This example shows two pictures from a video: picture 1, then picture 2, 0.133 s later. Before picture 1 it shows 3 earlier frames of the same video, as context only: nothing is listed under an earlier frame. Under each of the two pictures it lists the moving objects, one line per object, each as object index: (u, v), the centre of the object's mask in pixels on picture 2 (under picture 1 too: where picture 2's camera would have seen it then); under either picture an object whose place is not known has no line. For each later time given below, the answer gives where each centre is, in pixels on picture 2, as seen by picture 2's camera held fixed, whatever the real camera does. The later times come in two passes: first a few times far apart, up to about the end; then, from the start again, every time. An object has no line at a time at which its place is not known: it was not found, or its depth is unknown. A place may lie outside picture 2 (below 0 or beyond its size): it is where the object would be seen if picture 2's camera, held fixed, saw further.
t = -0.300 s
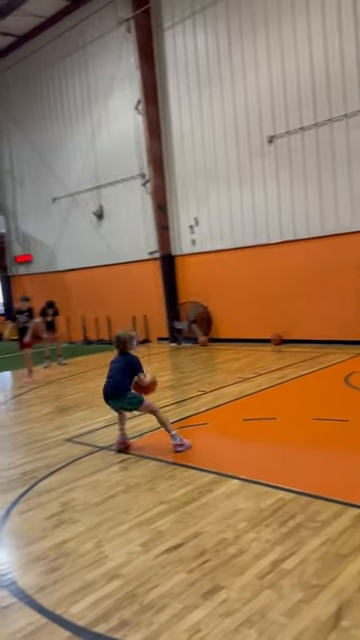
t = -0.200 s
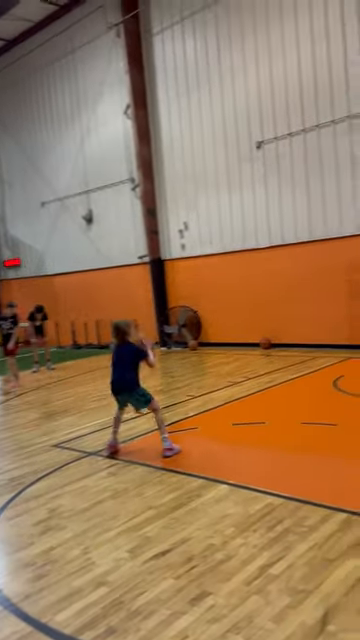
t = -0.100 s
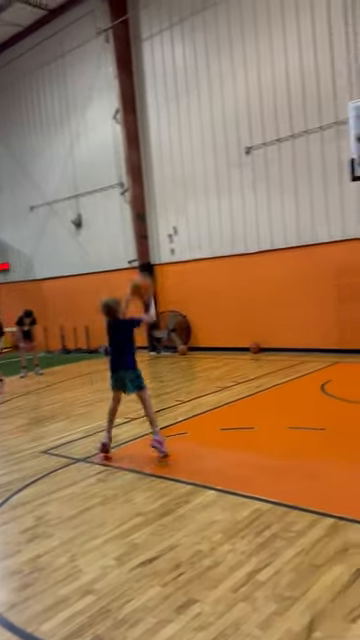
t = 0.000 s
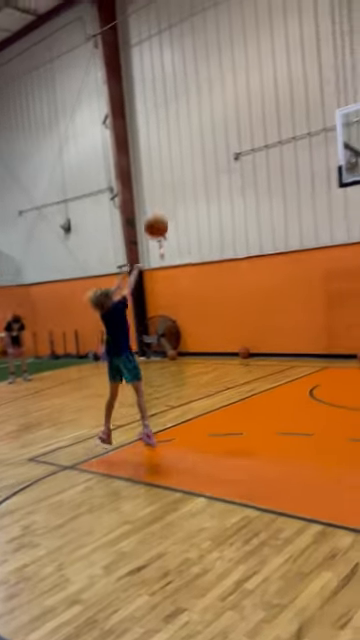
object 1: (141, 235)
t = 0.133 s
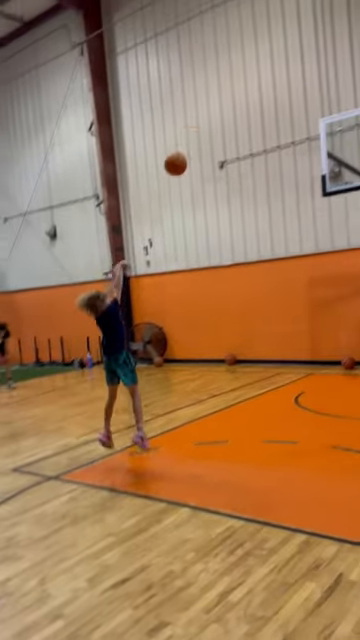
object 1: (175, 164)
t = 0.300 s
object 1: (217, 105)
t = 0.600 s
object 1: (284, 74)
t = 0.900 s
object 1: (346, 116)
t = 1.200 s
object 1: (369, 174)
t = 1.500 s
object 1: (363, 185)
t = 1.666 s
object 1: (379, 199)
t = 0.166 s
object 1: (184, 150)
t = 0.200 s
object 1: (192, 137)
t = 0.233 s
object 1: (200, 125)
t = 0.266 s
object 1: (208, 114)
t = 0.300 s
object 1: (217, 105)
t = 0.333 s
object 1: (225, 97)
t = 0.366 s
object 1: (232, 91)
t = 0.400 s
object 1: (240, 85)
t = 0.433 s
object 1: (247, 80)
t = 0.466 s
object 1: (255, 77)
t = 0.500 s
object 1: (263, 74)
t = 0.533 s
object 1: (270, 73)
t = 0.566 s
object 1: (277, 73)
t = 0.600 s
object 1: (284, 74)
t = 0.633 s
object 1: (292, 75)
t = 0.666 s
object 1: (299, 77)
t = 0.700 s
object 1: (306, 80)
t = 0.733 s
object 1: (313, 84)
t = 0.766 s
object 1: (319, 88)
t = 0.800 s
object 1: (326, 95)
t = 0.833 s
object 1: (333, 101)
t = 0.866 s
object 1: (339, 108)
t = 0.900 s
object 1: (346, 116)
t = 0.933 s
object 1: (352, 126)
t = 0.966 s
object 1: (358, 134)
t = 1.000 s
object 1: (365, 143)
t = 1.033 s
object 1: (371, 154)
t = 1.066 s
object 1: (378, 165)
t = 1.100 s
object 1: (384, 166)
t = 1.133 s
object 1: (385, 168)
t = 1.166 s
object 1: (382, 169)
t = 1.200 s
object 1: (369, 174)
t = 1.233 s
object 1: (365, 177)
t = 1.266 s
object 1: (361, 178)
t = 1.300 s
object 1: (359, 178)
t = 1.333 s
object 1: (358, 179)
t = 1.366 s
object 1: (357, 179)
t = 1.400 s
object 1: (358, 180)
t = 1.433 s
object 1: (360, 181)
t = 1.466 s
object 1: (361, 183)
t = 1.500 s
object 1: (363, 185)
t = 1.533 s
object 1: (366, 187)
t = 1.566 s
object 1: (369, 190)
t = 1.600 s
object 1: (373, 192)
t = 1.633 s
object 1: (375, 194)
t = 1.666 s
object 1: (379, 199)
